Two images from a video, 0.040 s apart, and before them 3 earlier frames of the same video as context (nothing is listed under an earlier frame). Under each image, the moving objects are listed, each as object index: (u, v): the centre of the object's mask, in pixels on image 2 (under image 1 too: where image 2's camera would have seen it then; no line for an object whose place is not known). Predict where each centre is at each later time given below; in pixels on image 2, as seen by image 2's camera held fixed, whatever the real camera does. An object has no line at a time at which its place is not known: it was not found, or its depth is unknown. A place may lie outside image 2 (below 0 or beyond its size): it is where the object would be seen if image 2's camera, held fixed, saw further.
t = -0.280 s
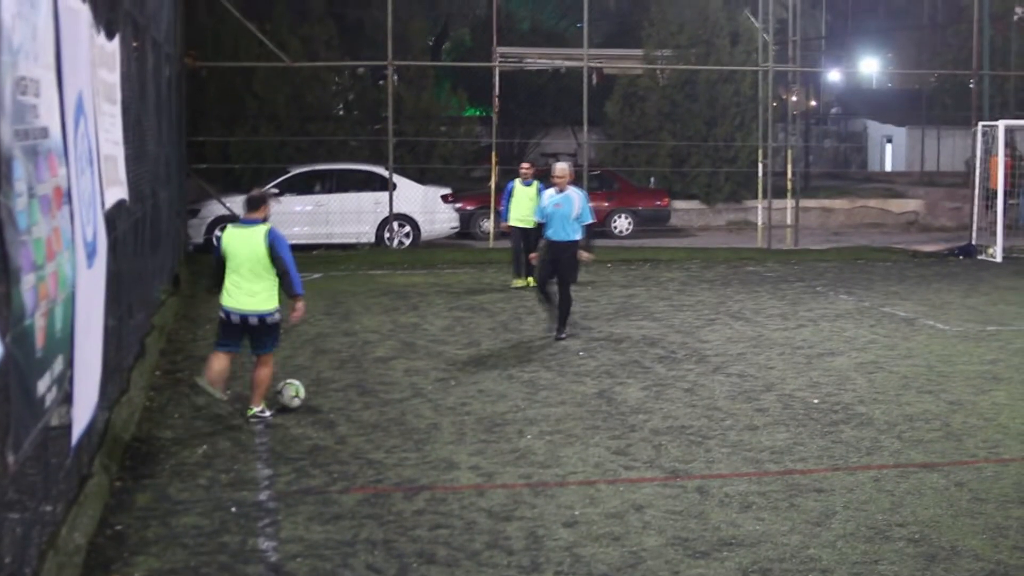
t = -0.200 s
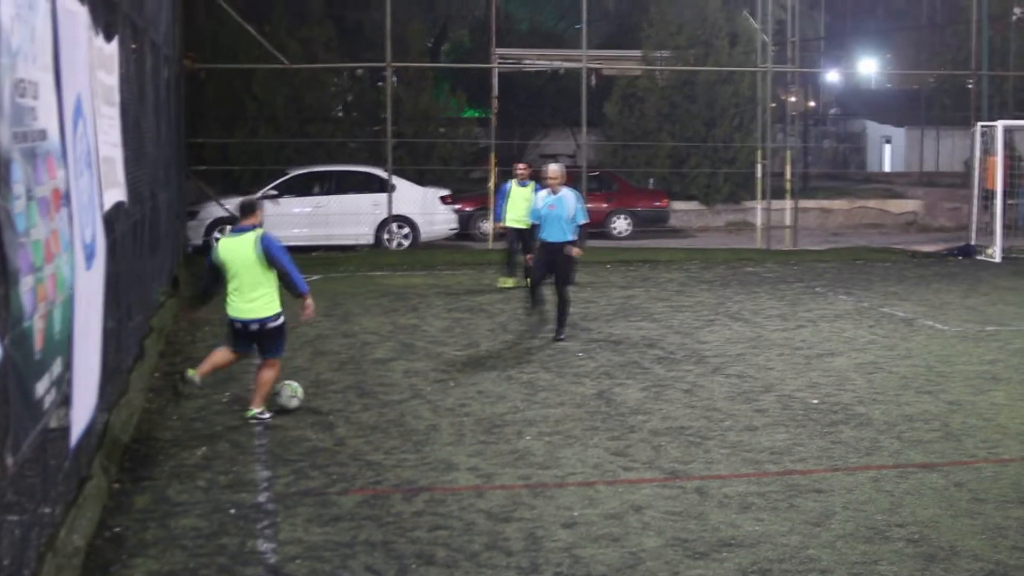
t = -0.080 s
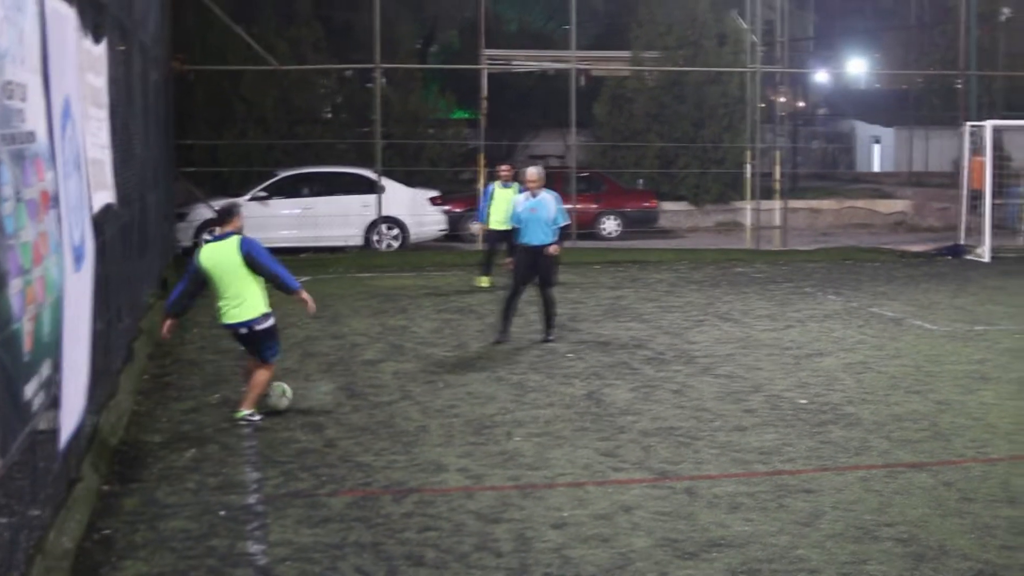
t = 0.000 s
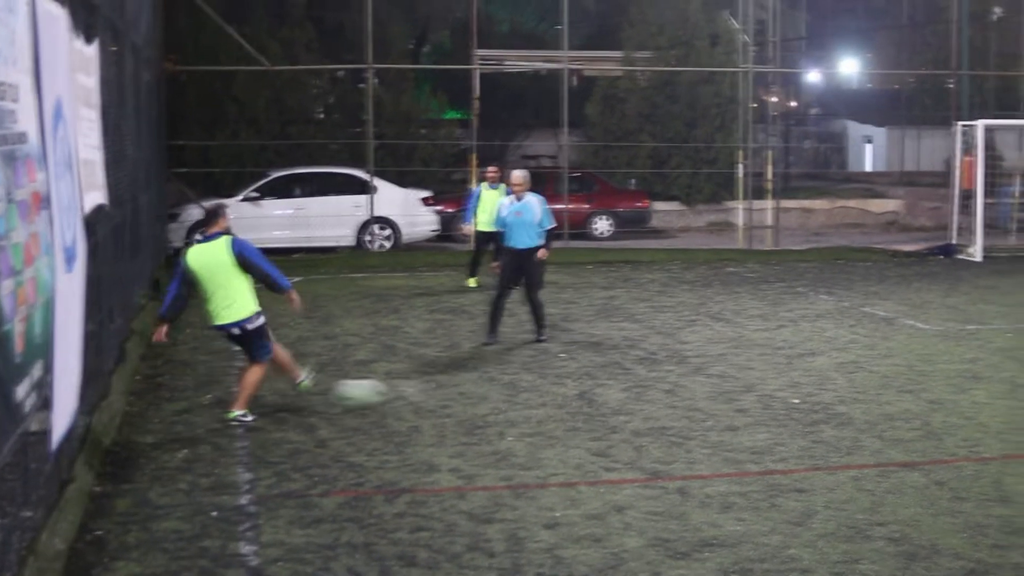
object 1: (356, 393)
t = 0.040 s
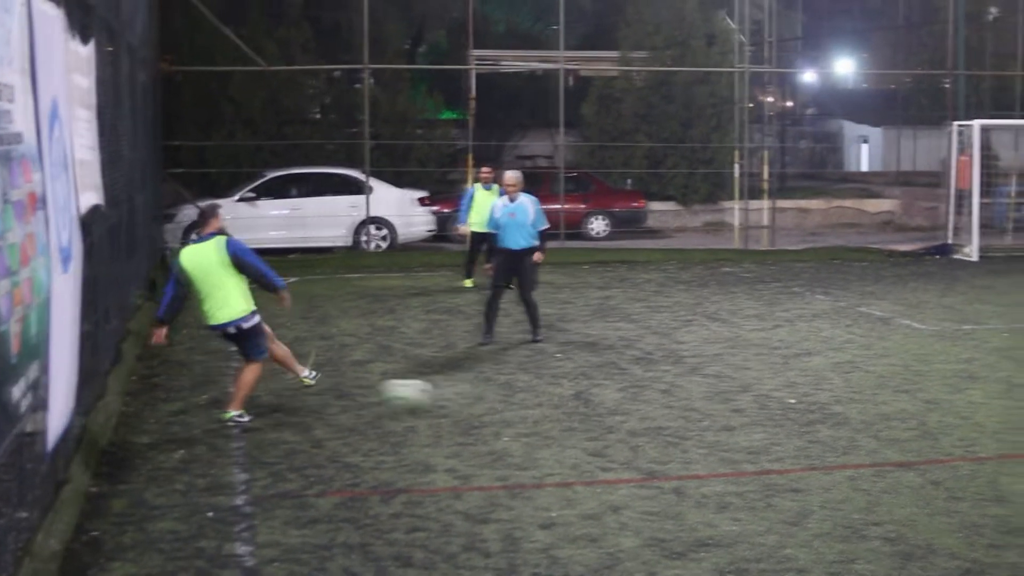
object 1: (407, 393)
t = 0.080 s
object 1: (457, 394)
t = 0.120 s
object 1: (505, 397)
